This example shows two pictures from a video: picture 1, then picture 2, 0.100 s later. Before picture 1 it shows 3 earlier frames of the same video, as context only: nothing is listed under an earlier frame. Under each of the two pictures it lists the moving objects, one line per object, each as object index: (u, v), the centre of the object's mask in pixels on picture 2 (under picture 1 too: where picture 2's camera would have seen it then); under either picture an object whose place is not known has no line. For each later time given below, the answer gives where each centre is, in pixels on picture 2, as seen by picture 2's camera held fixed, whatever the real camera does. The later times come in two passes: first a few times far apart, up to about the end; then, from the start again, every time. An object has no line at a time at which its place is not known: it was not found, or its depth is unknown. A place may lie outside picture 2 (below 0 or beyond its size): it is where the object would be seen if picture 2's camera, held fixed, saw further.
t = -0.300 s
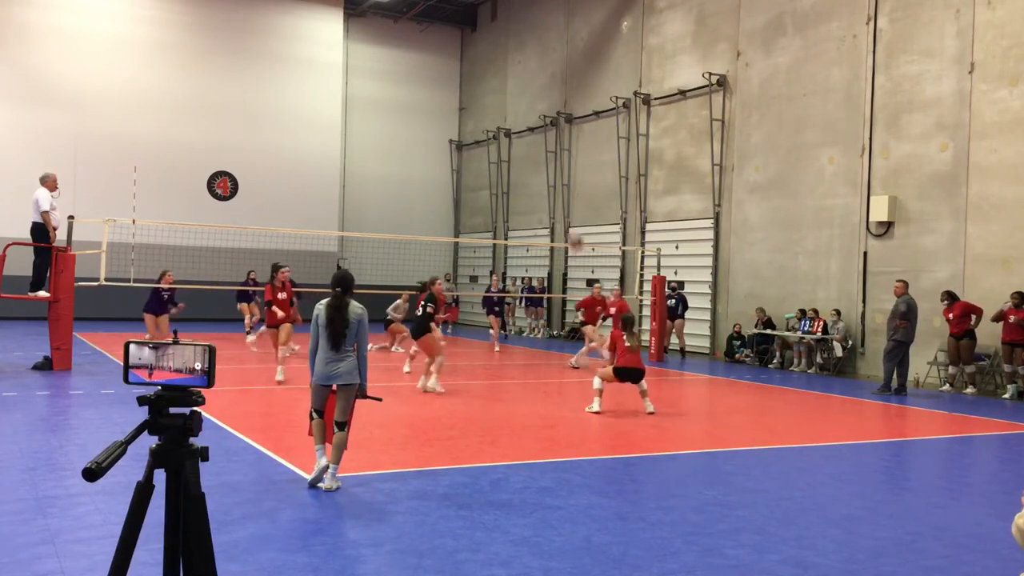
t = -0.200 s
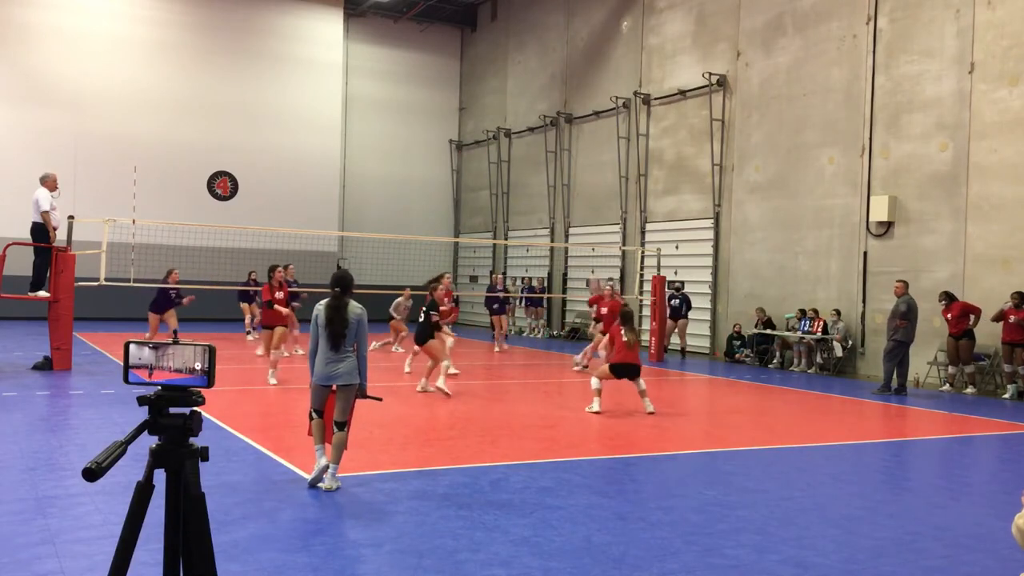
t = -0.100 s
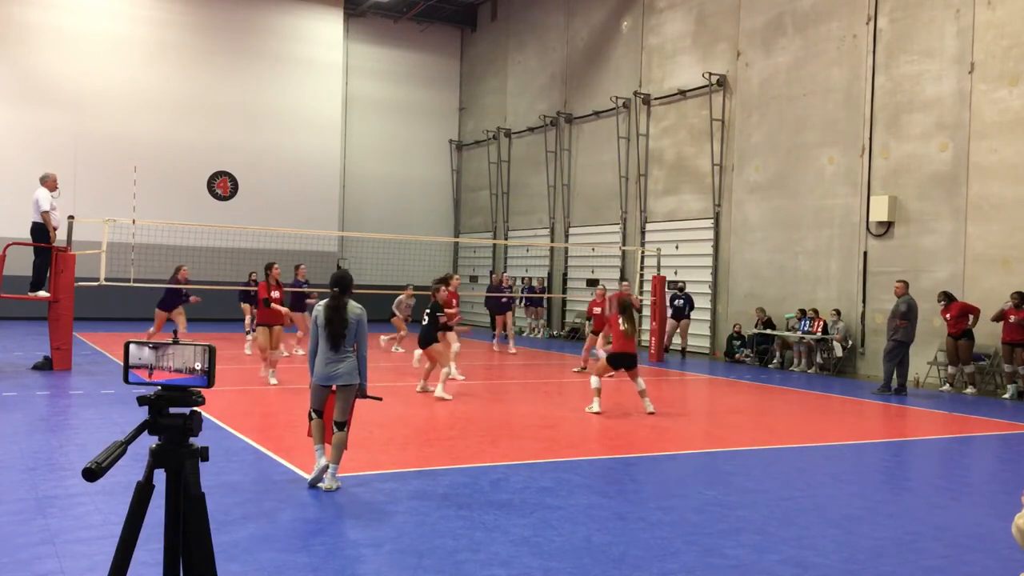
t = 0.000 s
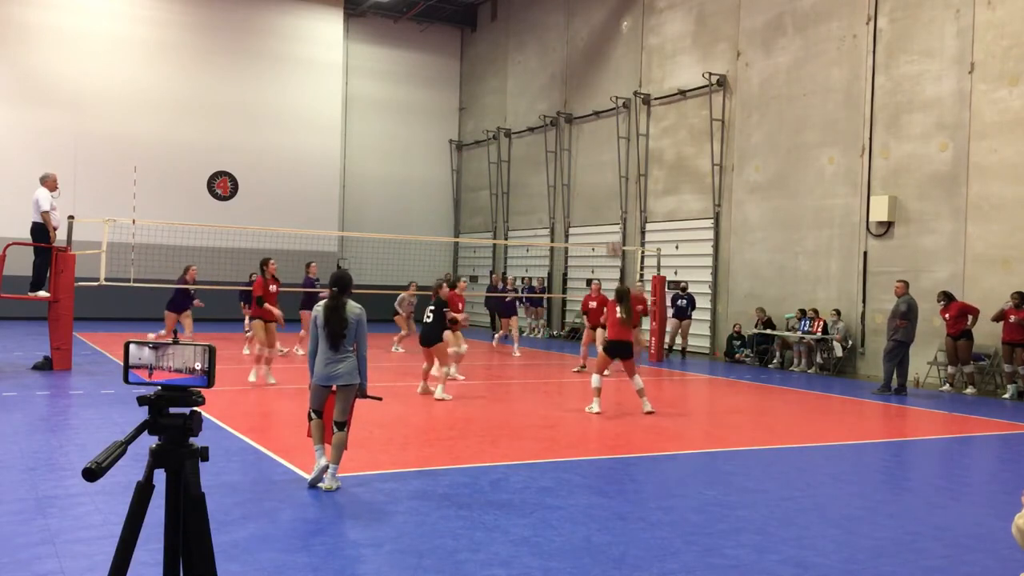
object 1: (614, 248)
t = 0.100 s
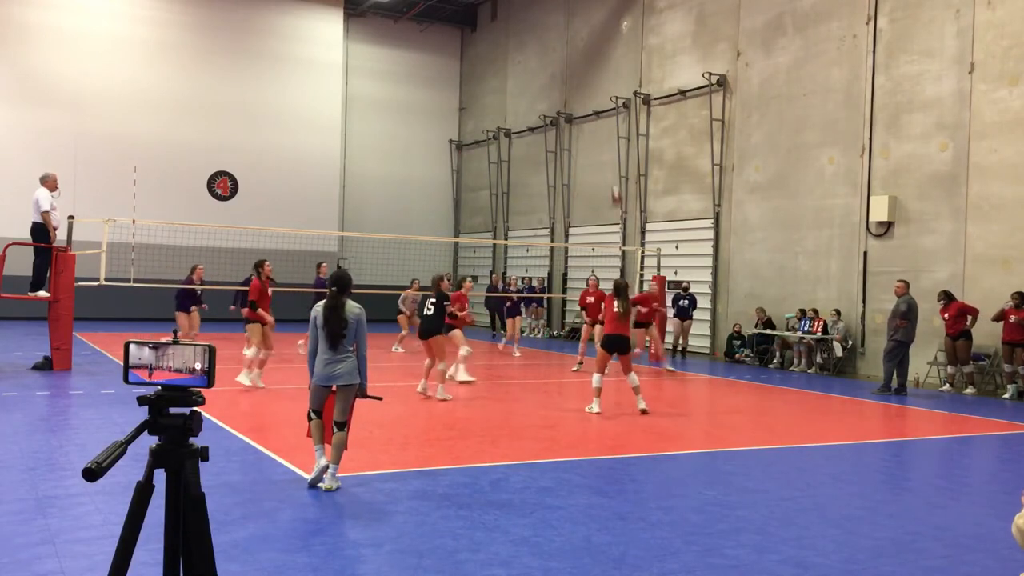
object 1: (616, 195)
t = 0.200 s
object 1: (617, 156)
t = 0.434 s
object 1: (620, 93)
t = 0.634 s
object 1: (622, 73)
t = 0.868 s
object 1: (624, 83)
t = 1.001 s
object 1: (623, 104)
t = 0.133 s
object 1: (615, 181)
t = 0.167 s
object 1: (616, 168)
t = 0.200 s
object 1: (617, 156)
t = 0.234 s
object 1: (617, 144)
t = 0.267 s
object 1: (617, 133)
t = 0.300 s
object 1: (620, 121)
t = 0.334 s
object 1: (619, 113)
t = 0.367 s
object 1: (621, 105)
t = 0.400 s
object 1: (621, 100)
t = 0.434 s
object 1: (620, 93)
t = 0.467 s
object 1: (621, 87)
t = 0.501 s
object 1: (621, 82)
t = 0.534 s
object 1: (621, 79)
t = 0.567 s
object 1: (622, 76)
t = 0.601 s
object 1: (622, 74)
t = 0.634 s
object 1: (622, 73)
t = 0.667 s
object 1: (622, 72)
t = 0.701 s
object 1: (623, 72)
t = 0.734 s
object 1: (623, 72)
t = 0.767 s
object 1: (623, 74)
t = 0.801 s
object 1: (623, 77)
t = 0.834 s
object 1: (623, 80)
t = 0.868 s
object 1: (624, 83)
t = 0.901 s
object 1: (623, 88)
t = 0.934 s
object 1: (624, 93)
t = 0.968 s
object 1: (623, 98)
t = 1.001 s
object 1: (623, 104)
